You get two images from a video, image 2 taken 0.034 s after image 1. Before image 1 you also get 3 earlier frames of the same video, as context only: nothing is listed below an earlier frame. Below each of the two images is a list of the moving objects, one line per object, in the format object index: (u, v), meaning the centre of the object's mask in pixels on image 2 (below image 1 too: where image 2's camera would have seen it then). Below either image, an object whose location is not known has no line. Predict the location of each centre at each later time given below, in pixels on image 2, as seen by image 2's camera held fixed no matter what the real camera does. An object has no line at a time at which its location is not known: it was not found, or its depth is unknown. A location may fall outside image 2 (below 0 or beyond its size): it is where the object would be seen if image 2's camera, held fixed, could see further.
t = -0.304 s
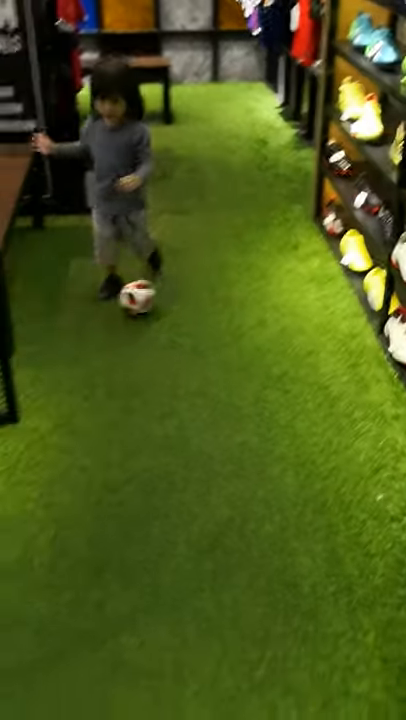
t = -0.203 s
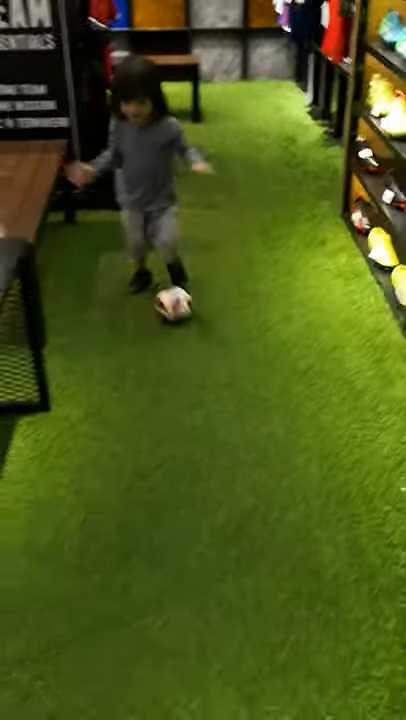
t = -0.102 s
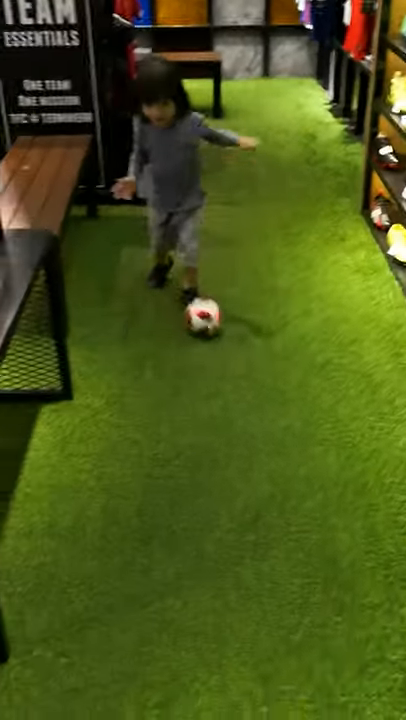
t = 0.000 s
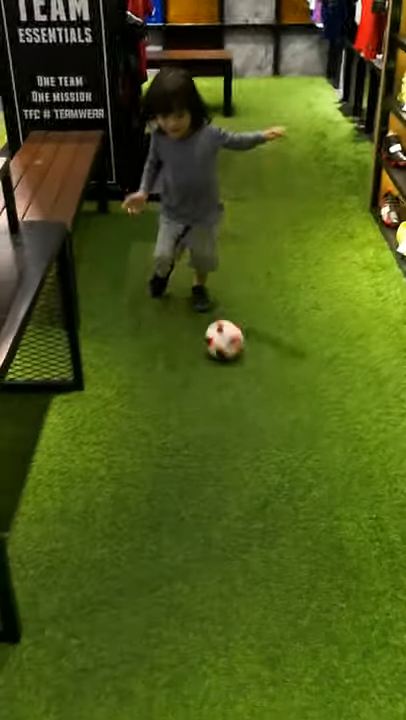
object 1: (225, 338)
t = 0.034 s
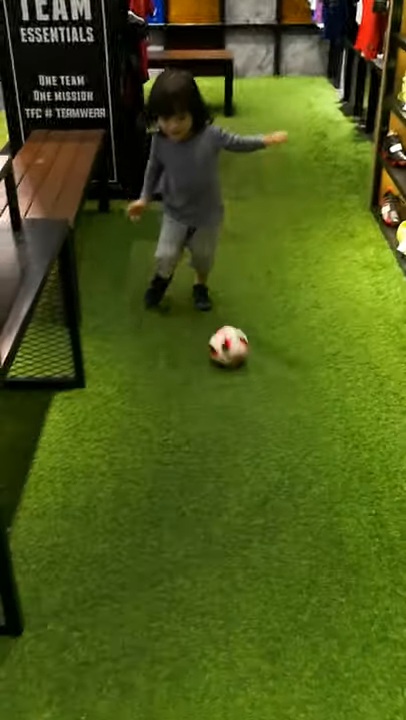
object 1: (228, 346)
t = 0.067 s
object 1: (232, 355)
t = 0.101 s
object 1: (236, 362)
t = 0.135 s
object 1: (240, 371)
